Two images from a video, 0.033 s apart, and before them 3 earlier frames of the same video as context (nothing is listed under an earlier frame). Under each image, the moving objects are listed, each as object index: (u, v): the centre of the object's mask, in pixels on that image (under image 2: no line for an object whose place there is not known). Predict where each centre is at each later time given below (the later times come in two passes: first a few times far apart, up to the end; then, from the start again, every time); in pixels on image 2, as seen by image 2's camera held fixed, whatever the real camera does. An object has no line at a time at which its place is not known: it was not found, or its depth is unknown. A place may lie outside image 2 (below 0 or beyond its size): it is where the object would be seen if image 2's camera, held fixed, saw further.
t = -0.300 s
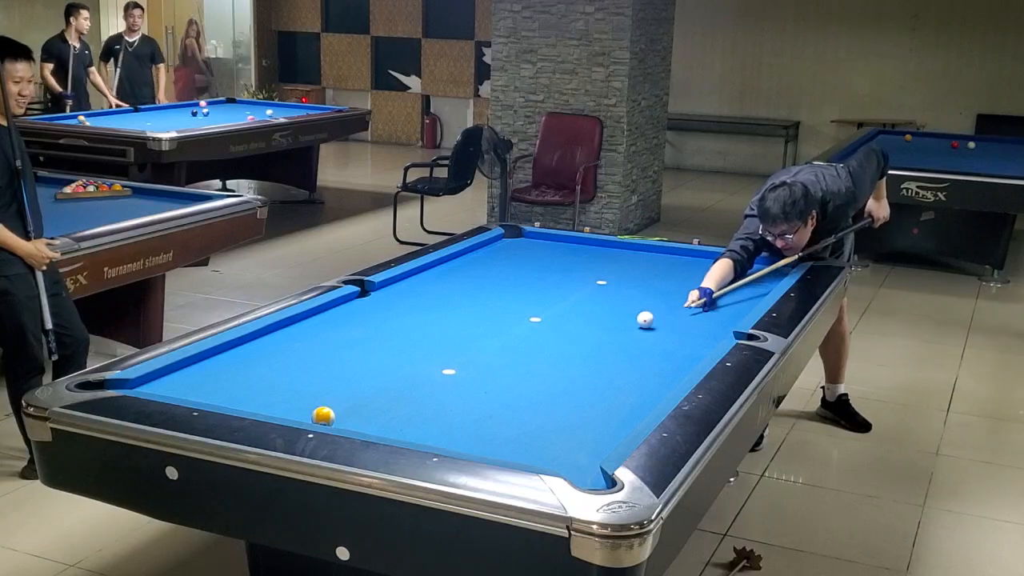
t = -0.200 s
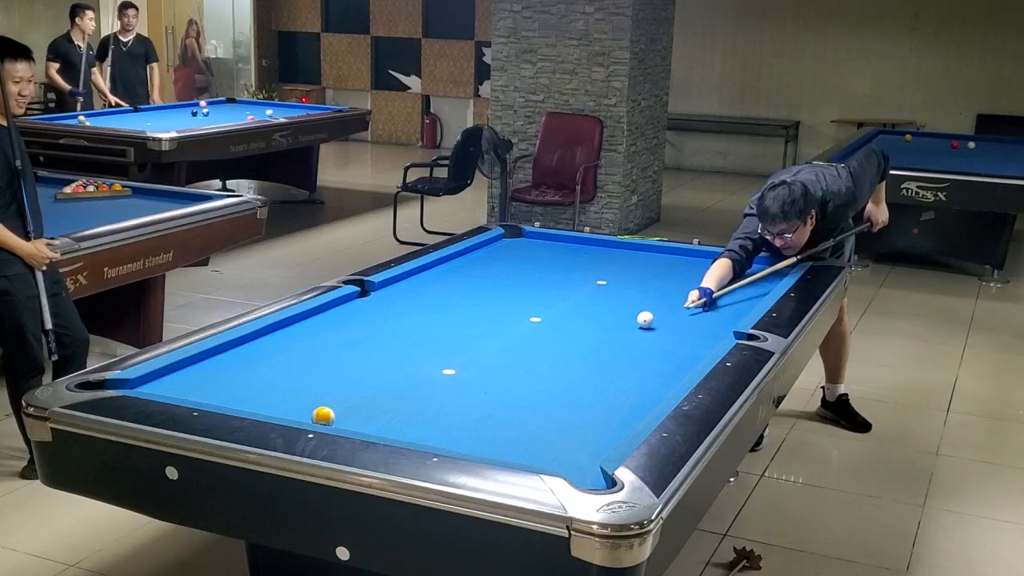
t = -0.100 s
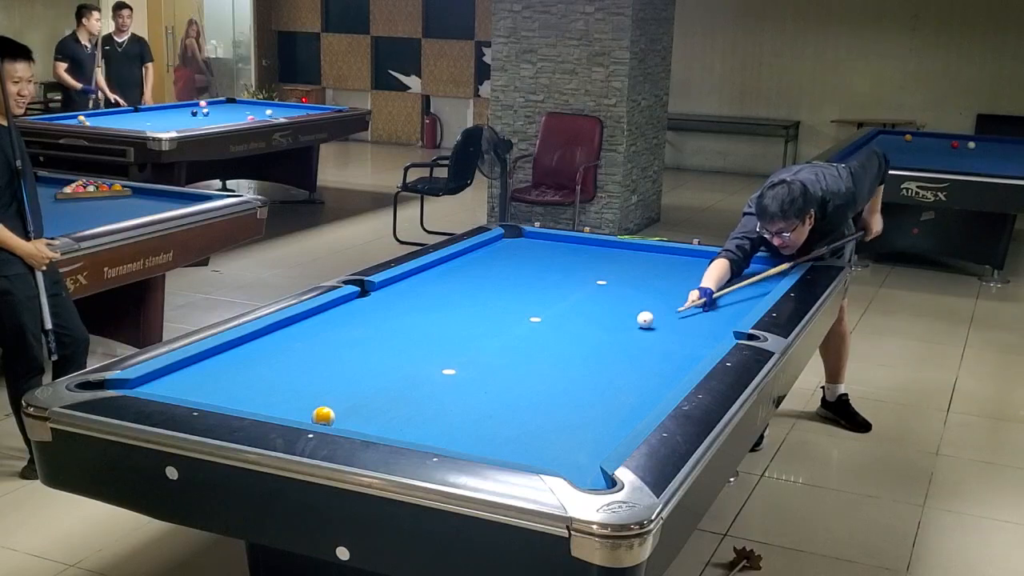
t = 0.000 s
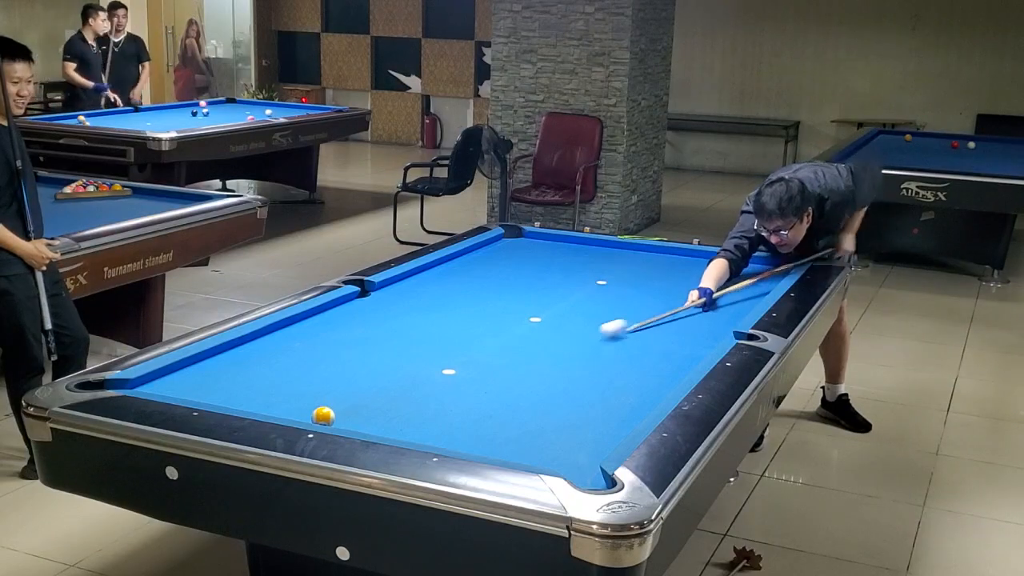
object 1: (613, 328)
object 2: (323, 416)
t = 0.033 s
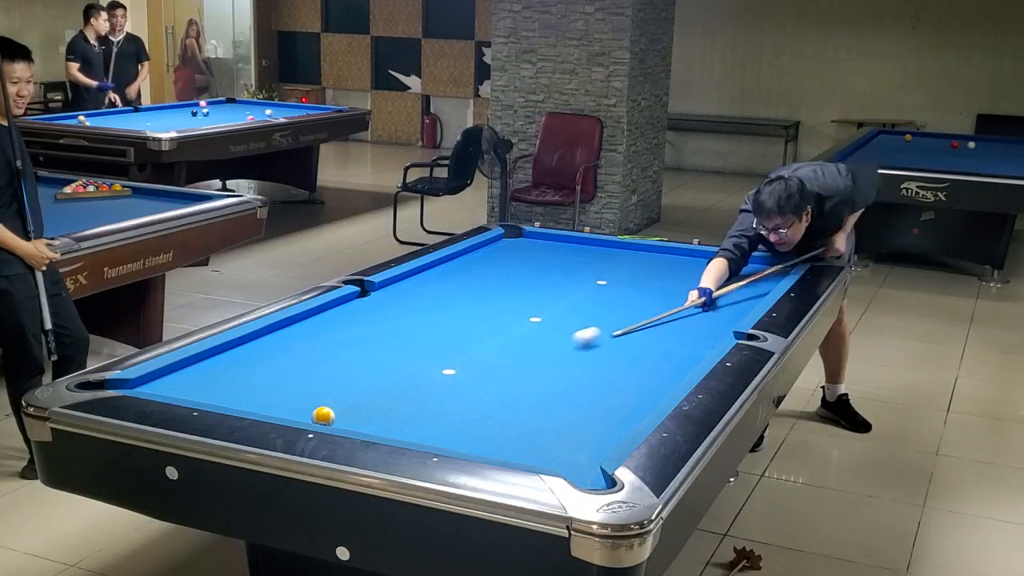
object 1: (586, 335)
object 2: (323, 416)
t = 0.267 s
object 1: (377, 399)
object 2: (323, 416)
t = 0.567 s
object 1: (386, 407)
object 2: (318, 380)
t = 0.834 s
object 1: (438, 402)
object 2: (320, 345)
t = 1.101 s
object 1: (486, 396)
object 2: (322, 316)
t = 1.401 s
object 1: (535, 391)
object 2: (367, 302)
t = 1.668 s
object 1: (576, 387)
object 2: (413, 294)
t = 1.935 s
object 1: (614, 384)
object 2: (455, 287)
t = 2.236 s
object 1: (654, 380)
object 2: (497, 279)
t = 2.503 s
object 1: (674, 375)
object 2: (532, 273)
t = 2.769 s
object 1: (666, 371)
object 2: (564, 268)
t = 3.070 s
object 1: (657, 366)
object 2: (596, 262)
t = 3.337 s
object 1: (650, 362)
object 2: (623, 258)
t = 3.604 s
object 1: (645, 359)
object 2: (648, 253)
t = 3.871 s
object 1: (641, 357)
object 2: (670, 250)
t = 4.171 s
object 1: (637, 355)
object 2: (679, 255)
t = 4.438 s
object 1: (636, 353)
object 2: (686, 260)
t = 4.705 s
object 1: (635, 353)
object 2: (693, 265)
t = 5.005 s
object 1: (634, 353)
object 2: (702, 270)
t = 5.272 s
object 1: (634, 353)
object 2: (710, 275)
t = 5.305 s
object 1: (634, 353)
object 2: (711, 275)
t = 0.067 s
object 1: (559, 345)
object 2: (323, 416)
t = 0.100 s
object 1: (530, 353)
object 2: (323, 416)
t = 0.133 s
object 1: (501, 362)
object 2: (323, 416)
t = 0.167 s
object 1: (472, 370)
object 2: (323, 416)
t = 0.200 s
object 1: (441, 380)
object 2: (323, 416)
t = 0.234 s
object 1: (410, 390)
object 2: (323, 416)
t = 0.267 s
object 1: (377, 399)
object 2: (323, 416)
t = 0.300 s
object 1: (346, 411)
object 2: (323, 415)
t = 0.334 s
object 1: (340, 413)
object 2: (311, 415)
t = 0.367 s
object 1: (341, 412)
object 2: (317, 412)
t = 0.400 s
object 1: (350, 411)
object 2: (317, 406)
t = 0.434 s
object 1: (358, 411)
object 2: (316, 401)
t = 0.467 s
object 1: (365, 410)
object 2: (317, 395)
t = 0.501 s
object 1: (372, 409)
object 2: (317, 390)
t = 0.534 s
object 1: (379, 408)
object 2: (317, 385)
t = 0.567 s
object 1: (386, 407)
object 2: (318, 380)
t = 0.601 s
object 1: (393, 407)
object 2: (318, 375)
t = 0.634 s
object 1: (399, 406)
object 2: (318, 370)
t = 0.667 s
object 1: (406, 405)
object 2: (319, 365)
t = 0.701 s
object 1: (413, 404)
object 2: (319, 361)
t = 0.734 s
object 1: (419, 404)
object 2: (319, 357)
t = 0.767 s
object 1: (426, 403)
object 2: (319, 353)
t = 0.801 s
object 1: (432, 402)
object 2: (320, 348)
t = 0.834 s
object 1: (438, 402)
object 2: (320, 345)
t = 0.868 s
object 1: (444, 401)
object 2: (320, 341)
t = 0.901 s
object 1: (450, 400)
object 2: (320, 337)
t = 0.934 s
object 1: (457, 400)
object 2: (321, 333)
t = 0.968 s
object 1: (463, 399)
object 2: (321, 329)
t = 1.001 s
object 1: (469, 398)
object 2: (321, 326)
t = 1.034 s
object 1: (475, 398)
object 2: (321, 322)
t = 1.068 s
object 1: (480, 397)
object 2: (322, 319)
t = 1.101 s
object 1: (486, 396)
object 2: (322, 316)
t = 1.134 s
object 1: (492, 396)
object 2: (322, 313)
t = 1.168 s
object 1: (497, 395)
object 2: (323, 309)
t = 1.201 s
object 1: (503, 395)
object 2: (329, 308)
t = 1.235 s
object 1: (508, 394)
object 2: (336, 307)
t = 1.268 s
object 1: (514, 393)
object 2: (343, 306)
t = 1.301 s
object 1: (519, 393)
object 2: (348, 305)
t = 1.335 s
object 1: (525, 392)
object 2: (355, 304)
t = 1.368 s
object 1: (530, 392)
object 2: (361, 303)
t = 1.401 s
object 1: (535, 391)
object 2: (367, 302)
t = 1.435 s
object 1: (541, 390)
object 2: (373, 301)
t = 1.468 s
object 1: (546, 390)
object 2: (379, 300)
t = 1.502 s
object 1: (551, 390)
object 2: (385, 299)
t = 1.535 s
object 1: (556, 389)
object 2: (391, 298)
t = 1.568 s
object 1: (561, 389)
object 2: (397, 297)
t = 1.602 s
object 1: (566, 388)
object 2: (402, 296)
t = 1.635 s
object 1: (571, 388)
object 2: (408, 295)
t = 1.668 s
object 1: (576, 387)
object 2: (413, 294)
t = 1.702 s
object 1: (581, 386)
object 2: (419, 293)
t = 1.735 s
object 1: (586, 386)
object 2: (424, 292)
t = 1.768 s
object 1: (590, 386)
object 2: (430, 291)
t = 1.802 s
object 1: (595, 385)
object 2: (435, 290)
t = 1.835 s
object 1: (600, 385)
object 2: (440, 289)
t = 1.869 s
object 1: (605, 384)
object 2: (445, 289)
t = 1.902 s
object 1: (609, 384)
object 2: (450, 288)
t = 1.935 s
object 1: (614, 384)
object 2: (455, 287)
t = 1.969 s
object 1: (618, 383)
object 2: (460, 286)
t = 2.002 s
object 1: (623, 383)
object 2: (465, 285)
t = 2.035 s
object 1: (627, 382)
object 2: (470, 284)
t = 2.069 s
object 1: (632, 382)
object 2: (474, 283)
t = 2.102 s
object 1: (636, 381)
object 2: (479, 282)
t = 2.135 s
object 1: (640, 381)
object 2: (484, 282)
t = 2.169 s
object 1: (645, 381)
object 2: (489, 281)
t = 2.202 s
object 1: (649, 380)
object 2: (493, 280)
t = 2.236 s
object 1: (654, 380)
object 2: (497, 279)
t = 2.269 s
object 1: (658, 379)
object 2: (502, 278)
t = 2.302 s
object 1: (662, 379)
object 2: (506, 278)
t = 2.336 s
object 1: (666, 379)
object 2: (511, 277)
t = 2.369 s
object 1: (670, 378)
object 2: (515, 276)
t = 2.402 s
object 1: (673, 377)
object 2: (520, 275)
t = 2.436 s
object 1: (676, 376)
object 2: (524, 275)
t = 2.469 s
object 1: (675, 376)
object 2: (528, 274)
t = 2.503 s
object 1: (674, 375)
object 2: (532, 273)
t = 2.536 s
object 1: (674, 375)
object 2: (536, 273)
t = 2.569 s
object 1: (673, 375)
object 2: (540, 272)
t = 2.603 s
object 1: (672, 374)
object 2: (544, 271)
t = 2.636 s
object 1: (671, 373)
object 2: (548, 271)
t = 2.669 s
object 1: (669, 373)
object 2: (552, 270)
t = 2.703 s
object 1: (669, 372)
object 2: (556, 269)
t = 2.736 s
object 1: (667, 372)
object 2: (560, 268)
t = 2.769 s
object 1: (666, 371)
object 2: (564, 268)
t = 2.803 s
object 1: (665, 370)
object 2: (568, 267)
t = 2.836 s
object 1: (664, 370)
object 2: (571, 267)
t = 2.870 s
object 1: (663, 369)
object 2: (575, 266)
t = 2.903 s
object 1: (662, 369)
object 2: (579, 265)
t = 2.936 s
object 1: (661, 368)
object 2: (582, 265)
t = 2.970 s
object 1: (660, 368)
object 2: (586, 264)
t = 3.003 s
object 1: (659, 367)
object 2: (589, 263)
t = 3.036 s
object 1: (658, 366)
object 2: (593, 263)
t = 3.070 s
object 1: (657, 366)
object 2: (596, 262)
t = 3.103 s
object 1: (657, 365)
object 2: (600, 262)
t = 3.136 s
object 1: (656, 365)
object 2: (603, 261)
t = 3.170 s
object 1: (655, 364)
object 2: (607, 260)
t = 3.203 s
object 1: (654, 364)
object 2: (610, 260)
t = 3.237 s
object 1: (653, 364)
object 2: (613, 260)
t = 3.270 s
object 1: (652, 363)
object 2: (617, 259)
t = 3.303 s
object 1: (651, 363)
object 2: (620, 259)
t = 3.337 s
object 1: (650, 362)
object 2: (623, 258)
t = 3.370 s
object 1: (650, 362)
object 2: (626, 257)
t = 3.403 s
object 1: (649, 361)
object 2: (629, 257)
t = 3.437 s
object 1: (648, 361)
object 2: (632, 256)
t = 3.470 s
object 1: (647, 361)
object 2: (636, 255)
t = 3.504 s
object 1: (647, 360)
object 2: (639, 255)
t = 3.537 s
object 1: (646, 360)
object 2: (642, 255)
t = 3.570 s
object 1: (645, 360)
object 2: (645, 254)
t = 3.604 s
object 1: (645, 359)
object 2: (648, 253)
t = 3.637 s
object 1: (644, 359)
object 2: (651, 253)
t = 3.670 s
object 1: (644, 358)
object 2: (654, 253)
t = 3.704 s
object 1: (643, 358)
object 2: (657, 252)
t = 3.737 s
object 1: (643, 358)
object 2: (660, 251)
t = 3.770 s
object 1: (642, 358)
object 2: (662, 251)
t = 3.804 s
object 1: (641, 357)
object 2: (665, 251)
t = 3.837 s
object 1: (641, 357)
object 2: (668, 250)
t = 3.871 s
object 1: (641, 357)
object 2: (670, 250)
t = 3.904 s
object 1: (640, 357)
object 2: (671, 251)
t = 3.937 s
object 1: (640, 356)
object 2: (672, 251)
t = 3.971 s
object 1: (639, 356)
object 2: (673, 252)
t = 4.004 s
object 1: (639, 356)
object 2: (674, 252)
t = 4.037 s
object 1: (639, 356)
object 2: (675, 253)
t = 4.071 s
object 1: (638, 355)
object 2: (676, 253)
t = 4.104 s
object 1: (638, 355)
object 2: (677, 254)
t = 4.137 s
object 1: (638, 355)
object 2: (678, 255)
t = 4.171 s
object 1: (637, 355)
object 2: (679, 255)
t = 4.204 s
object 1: (637, 355)
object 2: (680, 256)
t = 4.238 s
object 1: (637, 354)
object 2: (680, 257)
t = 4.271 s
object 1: (637, 354)
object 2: (681, 257)
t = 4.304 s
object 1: (637, 354)
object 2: (682, 258)
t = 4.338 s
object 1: (636, 354)
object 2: (683, 258)
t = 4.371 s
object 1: (636, 354)
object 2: (684, 259)
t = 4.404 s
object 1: (636, 354)
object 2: (685, 260)
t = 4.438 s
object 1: (636, 353)
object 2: (686, 260)
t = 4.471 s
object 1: (636, 353)
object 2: (687, 261)
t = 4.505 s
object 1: (636, 353)
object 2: (688, 262)
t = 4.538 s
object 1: (636, 353)
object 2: (689, 262)
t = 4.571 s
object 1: (636, 353)
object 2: (690, 263)
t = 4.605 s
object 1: (635, 353)
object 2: (690, 263)
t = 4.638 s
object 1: (635, 353)
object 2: (691, 264)
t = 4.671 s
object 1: (635, 353)
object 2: (692, 264)
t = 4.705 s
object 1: (635, 353)
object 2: (693, 265)
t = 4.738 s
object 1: (635, 353)
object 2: (694, 266)
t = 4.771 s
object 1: (635, 353)
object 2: (695, 266)
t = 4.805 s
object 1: (635, 352)
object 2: (697, 267)
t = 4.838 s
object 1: (634, 353)
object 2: (698, 268)
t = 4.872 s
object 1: (634, 353)
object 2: (699, 268)
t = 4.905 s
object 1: (634, 353)
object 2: (700, 269)
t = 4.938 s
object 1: (634, 353)
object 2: (701, 269)
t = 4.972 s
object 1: (634, 353)
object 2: (702, 270)
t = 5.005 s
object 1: (634, 353)
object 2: (702, 270)
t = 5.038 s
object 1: (634, 353)
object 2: (703, 271)
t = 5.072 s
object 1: (634, 353)
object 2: (704, 271)
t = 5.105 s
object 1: (634, 353)
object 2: (705, 272)
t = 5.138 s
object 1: (634, 353)
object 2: (706, 273)
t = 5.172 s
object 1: (634, 353)
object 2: (707, 273)
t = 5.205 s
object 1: (634, 353)
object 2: (708, 273)
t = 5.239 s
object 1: (634, 353)
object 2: (709, 274)
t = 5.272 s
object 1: (634, 353)
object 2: (710, 275)
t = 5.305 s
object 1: (634, 353)
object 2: (711, 275)
